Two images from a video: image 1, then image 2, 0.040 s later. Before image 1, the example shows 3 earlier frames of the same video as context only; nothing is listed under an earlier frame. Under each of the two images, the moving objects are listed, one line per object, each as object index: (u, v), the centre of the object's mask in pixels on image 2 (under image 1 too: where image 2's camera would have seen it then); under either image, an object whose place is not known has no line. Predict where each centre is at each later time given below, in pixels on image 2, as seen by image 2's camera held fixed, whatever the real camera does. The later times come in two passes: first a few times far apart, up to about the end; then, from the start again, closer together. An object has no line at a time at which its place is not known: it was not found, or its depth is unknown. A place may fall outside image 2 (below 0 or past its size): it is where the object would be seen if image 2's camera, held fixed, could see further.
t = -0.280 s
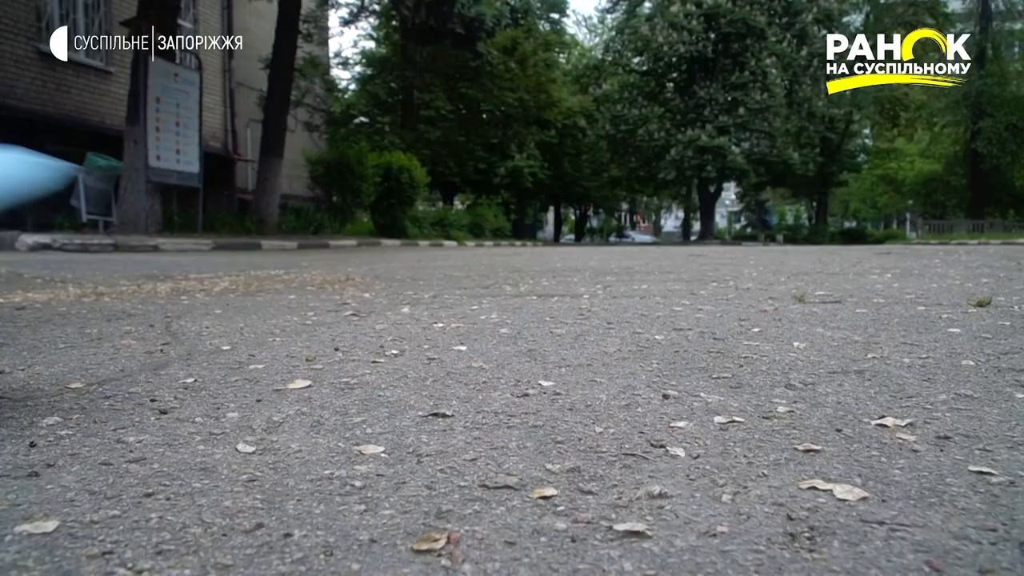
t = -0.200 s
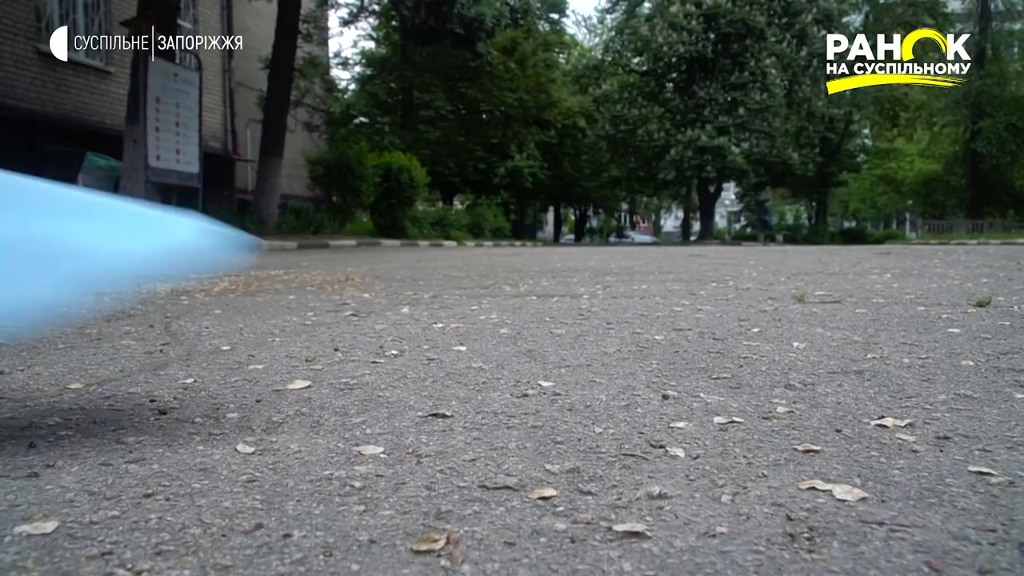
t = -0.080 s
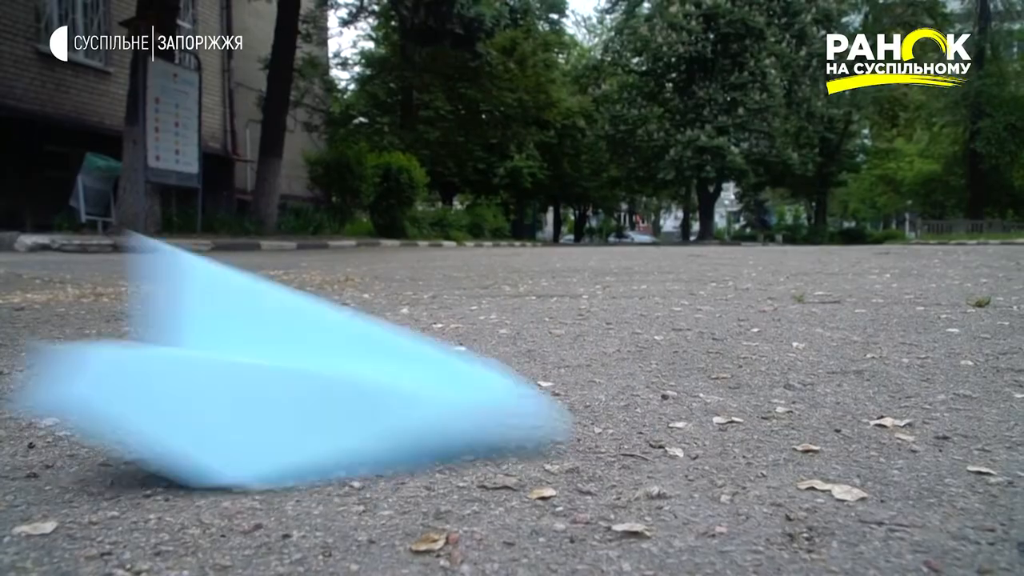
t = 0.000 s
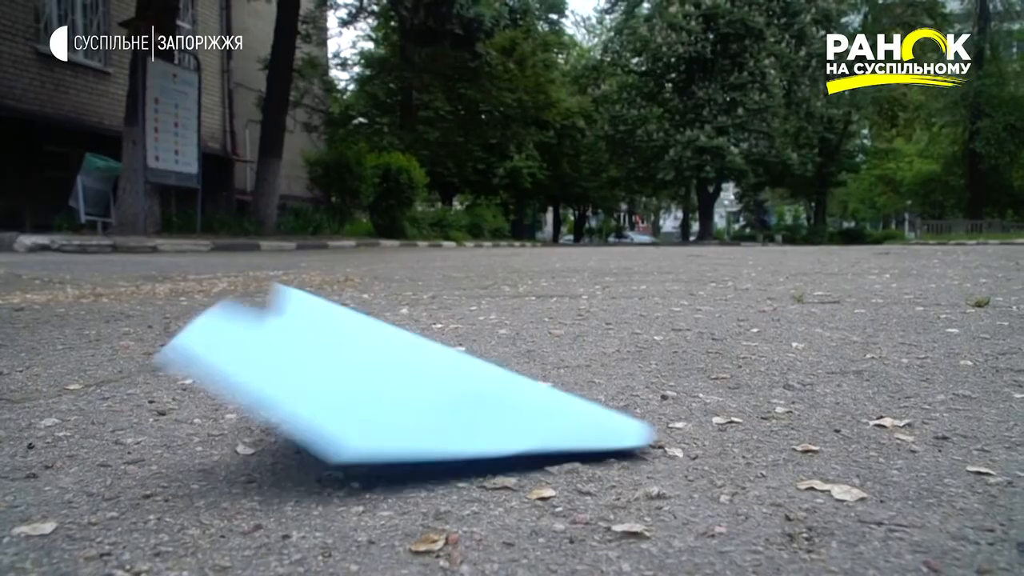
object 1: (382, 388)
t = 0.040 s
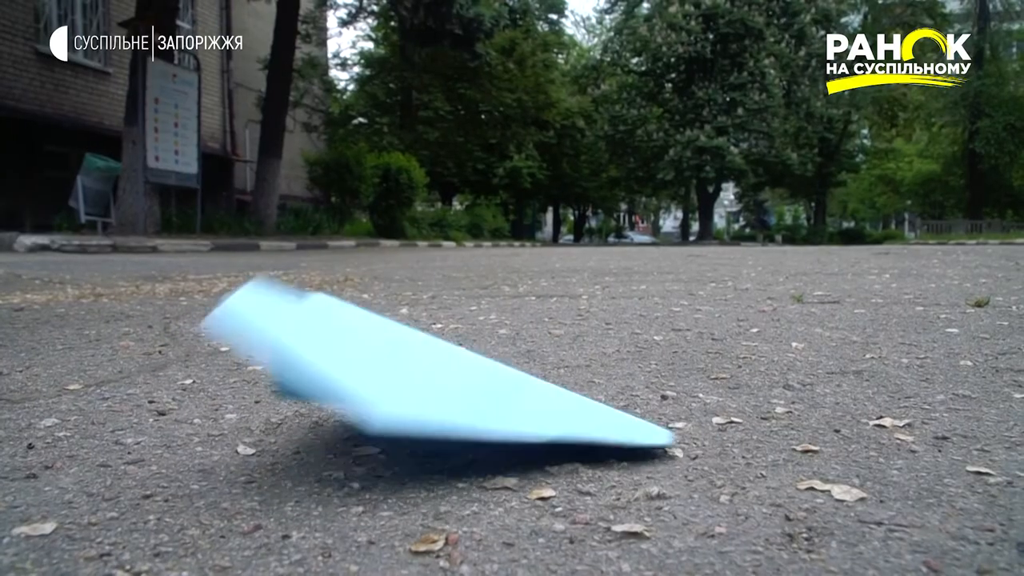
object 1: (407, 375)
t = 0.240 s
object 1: (487, 355)
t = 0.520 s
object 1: (494, 362)
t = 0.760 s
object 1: (493, 361)
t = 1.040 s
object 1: (494, 360)
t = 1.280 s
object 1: (493, 361)
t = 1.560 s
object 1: (492, 362)
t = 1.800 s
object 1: (492, 362)
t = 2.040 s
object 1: (491, 363)
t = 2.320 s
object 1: (494, 360)
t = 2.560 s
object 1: (492, 362)
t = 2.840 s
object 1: (492, 361)
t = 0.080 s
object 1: (433, 360)
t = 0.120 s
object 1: (457, 356)
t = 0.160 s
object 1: (470, 353)
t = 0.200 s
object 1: (480, 353)
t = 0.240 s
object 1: (487, 355)
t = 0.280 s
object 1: (492, 358)
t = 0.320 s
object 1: (493, 361)
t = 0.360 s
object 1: (492, 363)
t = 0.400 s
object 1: (492, 363)
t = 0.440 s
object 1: (493, 363)
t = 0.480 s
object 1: (493, 363)
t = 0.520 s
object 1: (494, 362)
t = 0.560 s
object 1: (494, 361)
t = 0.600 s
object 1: (495, 361)
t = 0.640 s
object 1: (494, 360)
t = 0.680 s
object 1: (494, 361)
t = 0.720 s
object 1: (493, 361)
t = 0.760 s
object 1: (493, 361)
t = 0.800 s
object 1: (493, 361)
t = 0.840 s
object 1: (494, 361)
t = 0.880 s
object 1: (494, 361)
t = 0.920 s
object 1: (494, 361)
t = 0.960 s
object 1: (494, 361)
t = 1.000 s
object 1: (494, 360)
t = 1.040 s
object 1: (494, 360)
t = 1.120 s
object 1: (494, 360)
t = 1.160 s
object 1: (494, 360)
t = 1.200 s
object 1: (494, 361)
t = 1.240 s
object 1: (493, 361)
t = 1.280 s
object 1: (493, 361)
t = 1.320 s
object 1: (493, 362)
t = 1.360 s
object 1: (493, 362)
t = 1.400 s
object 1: (493, 362)
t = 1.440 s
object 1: (493, 362)
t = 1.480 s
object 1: (492, 362)
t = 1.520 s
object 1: (493, 362)
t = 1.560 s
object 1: (492, 362)
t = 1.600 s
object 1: (492, 362)
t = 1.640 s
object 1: (492, 362)
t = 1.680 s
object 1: (493, 362)
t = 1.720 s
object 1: (493, 361)
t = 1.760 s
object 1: (493, 362)
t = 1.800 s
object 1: (492, 362)
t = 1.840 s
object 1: (492, 361)
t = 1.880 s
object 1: (492, 362)
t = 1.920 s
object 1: (492, 362)
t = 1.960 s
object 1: (491, 362)
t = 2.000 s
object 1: (491, 363)
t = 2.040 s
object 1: (491, 363)
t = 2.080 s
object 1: (492, 363)
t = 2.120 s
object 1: (493, 361)
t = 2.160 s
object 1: (493, 360)
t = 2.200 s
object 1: (494, 360)
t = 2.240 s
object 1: (494, 359)
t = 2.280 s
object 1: (494, 359)
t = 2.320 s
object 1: (494, 360)
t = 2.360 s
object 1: (494, 360)
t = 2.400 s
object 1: (494, 360)
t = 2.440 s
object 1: (493, 360)
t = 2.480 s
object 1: (493, 361)
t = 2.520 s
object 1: (492, 361)
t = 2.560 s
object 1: (492, 362)
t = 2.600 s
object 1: (492, 362)
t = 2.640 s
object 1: (492, 362)
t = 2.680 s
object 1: (492, 362)
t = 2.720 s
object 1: (492, 362)
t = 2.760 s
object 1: (492, 361)
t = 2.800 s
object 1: (492, 361)
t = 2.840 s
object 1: (492, 361)
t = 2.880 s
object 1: (493, 362)
